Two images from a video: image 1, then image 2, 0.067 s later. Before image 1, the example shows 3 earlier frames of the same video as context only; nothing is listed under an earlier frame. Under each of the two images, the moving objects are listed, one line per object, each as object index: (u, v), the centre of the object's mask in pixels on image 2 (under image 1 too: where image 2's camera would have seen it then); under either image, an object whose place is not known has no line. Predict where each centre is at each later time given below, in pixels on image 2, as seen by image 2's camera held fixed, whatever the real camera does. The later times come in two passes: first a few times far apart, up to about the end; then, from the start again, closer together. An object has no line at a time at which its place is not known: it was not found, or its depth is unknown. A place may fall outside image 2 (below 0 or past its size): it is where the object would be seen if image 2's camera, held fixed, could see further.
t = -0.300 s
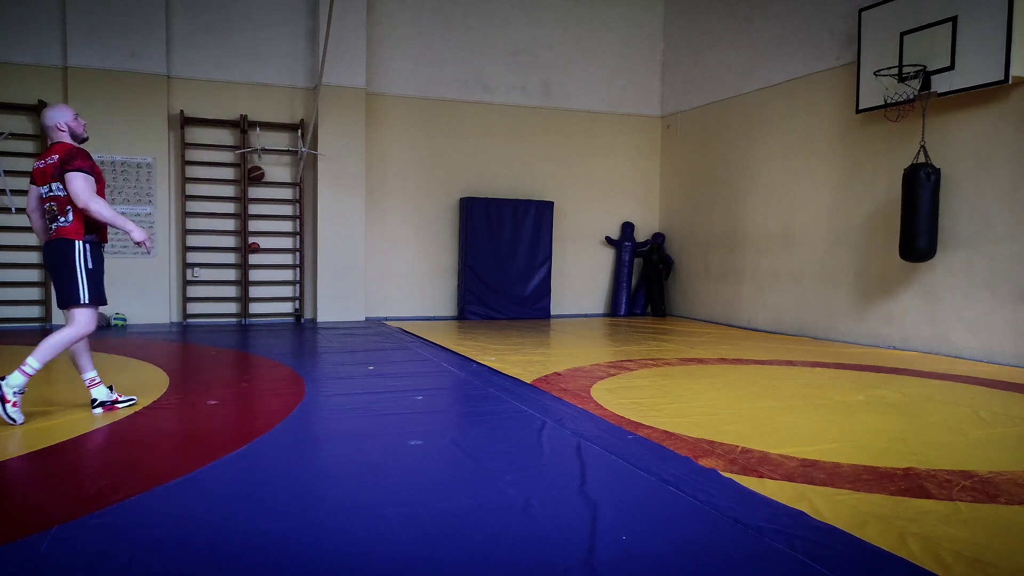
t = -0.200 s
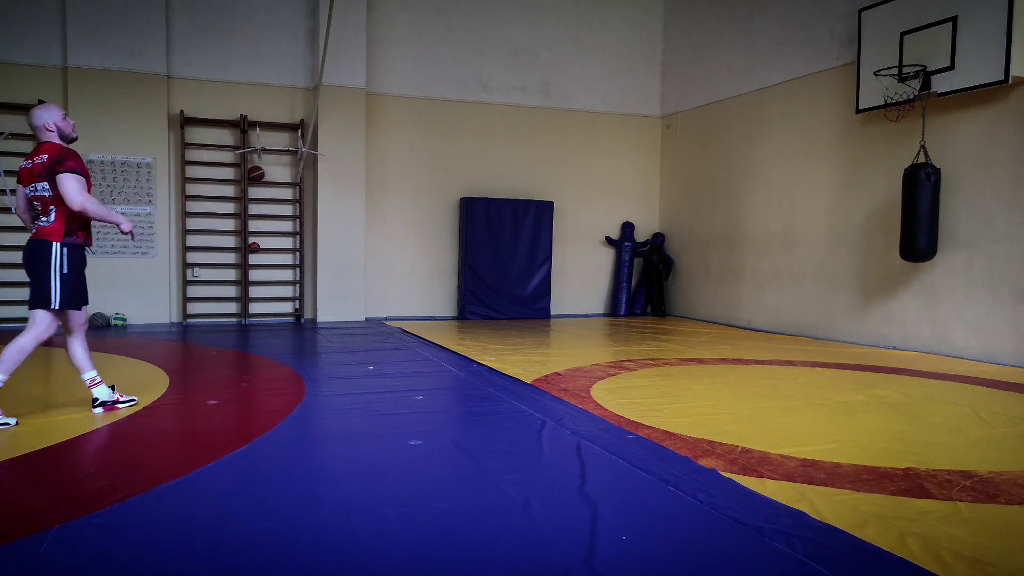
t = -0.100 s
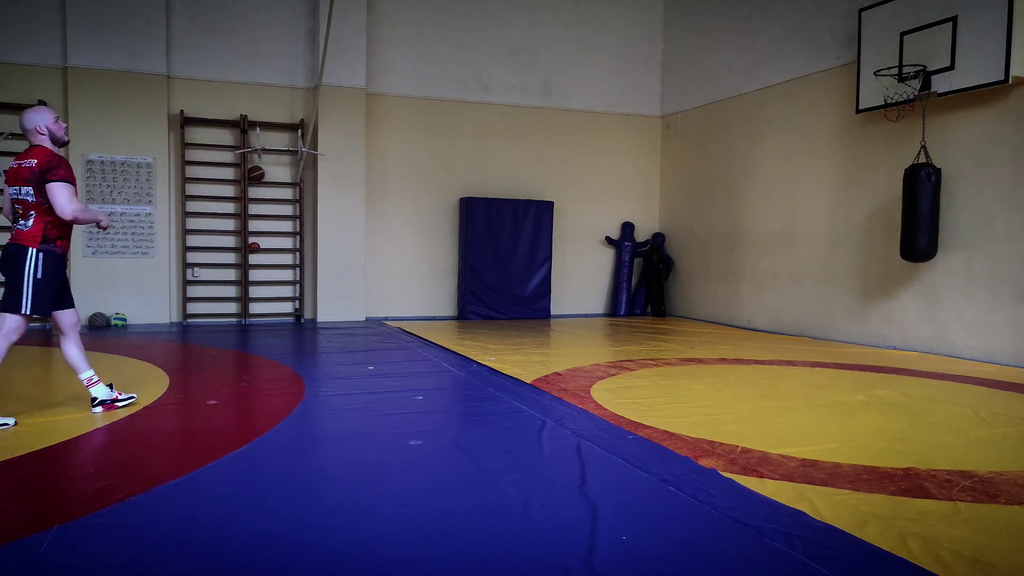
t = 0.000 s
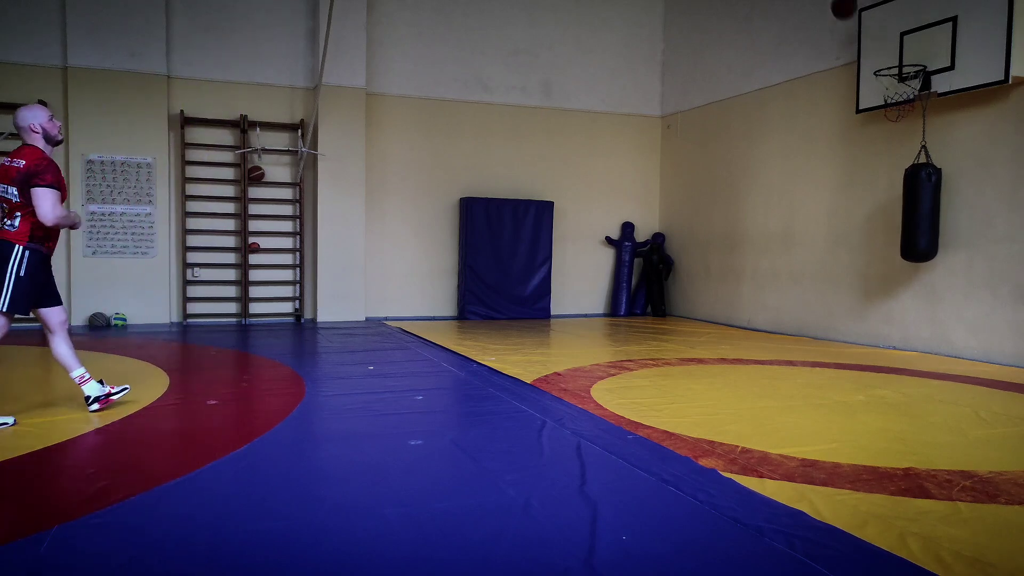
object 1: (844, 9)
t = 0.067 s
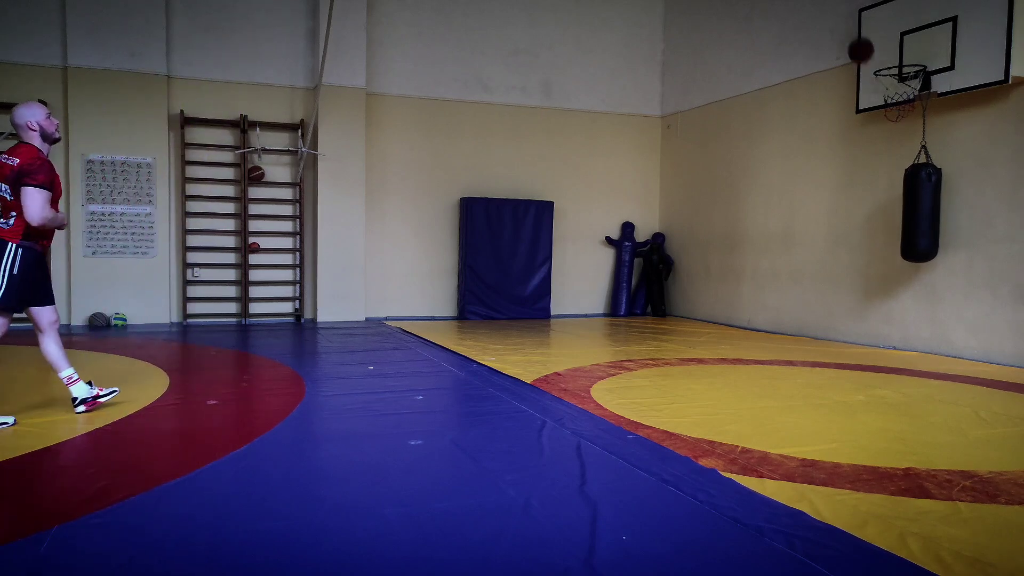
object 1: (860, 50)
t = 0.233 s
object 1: (816, 137)
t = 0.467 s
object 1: (731, 285)
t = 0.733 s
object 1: (658, 258)
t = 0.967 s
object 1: (598, 194)
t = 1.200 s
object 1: (539, 178)
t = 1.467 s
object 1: (473, 219)
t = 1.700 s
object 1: (417, 303)
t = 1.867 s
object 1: (375, 302)
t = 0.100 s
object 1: (867, 72)
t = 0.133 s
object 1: (854, 87)
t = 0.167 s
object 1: (841, 103)
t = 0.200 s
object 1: (829, 120)
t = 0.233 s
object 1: (816, 137)
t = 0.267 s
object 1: (803, 156)
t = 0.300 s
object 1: (790, 175)
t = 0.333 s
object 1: (778, 196)
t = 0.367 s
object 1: (766, 217)
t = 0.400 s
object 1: (754, 239)
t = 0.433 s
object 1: (742, 262)
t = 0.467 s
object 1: (731, 285)
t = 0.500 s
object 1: (719, 310)
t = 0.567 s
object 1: (699, 332)
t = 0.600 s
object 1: (691, 315)
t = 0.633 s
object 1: (682, 299)
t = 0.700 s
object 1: (665, 271)
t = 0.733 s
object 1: (658, 258)
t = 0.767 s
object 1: (650, 246)
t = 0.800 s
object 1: (641, 236)
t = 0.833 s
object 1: (632, 224)
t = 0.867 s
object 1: (624, 215)
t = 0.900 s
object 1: (615, 207)
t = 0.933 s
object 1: (607, 200)
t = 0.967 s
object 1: (598, 194)
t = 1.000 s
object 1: (589, 189)
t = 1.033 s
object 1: (581, 185)
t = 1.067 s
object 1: (573, 182)
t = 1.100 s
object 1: (564, 179)
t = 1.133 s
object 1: (556, 178)
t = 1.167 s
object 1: (547, 178)
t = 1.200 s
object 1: (539, 178)
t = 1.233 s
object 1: (531, 180)
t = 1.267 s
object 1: (522, 183)
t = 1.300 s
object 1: (514, 187)
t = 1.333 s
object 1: (506, 191)
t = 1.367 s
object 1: (498, 196)
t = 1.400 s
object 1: (490, 203)
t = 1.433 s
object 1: (482, 211)
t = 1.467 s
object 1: (473, 219)
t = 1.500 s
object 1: (465, 228)
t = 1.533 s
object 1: (457, 238)
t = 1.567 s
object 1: (449, 250)
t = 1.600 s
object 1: (441, 262)
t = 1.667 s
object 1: (425, 289)
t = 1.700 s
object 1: (417, 303)
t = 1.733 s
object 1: (409, 319)
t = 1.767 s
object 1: (402, 331)
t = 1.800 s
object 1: (393, 321)
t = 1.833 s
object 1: (384, 311)
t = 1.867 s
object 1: (375, 302)
